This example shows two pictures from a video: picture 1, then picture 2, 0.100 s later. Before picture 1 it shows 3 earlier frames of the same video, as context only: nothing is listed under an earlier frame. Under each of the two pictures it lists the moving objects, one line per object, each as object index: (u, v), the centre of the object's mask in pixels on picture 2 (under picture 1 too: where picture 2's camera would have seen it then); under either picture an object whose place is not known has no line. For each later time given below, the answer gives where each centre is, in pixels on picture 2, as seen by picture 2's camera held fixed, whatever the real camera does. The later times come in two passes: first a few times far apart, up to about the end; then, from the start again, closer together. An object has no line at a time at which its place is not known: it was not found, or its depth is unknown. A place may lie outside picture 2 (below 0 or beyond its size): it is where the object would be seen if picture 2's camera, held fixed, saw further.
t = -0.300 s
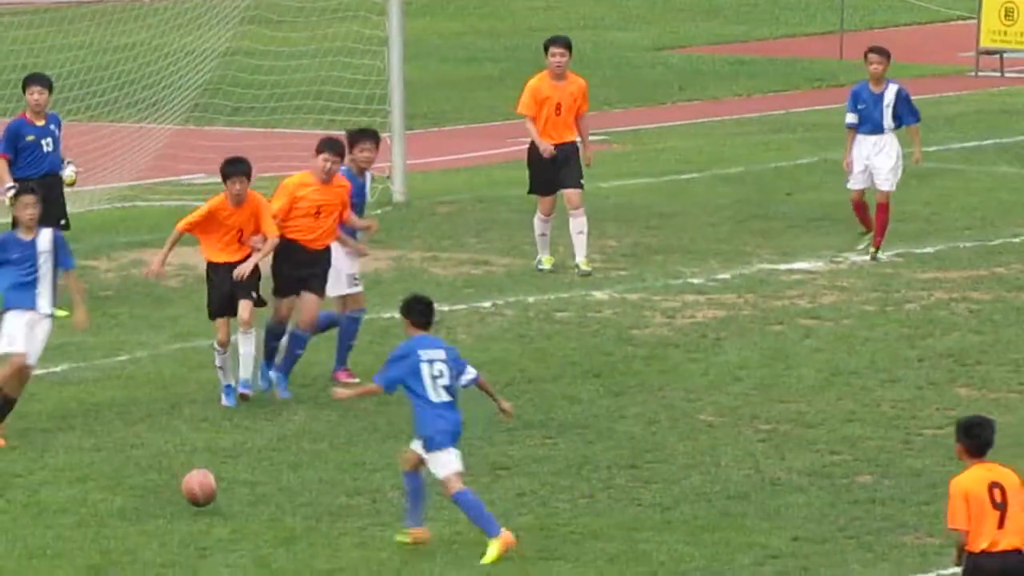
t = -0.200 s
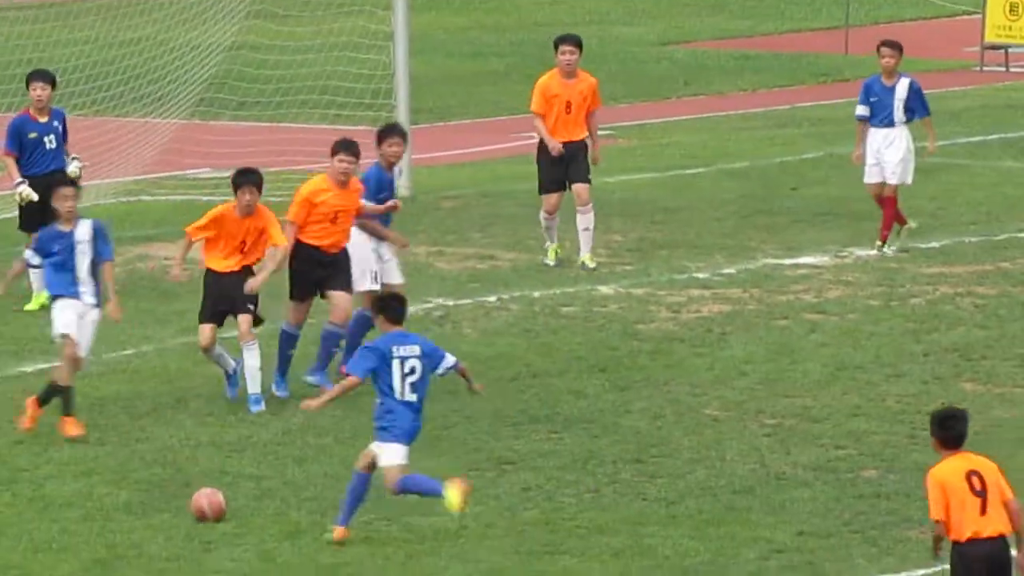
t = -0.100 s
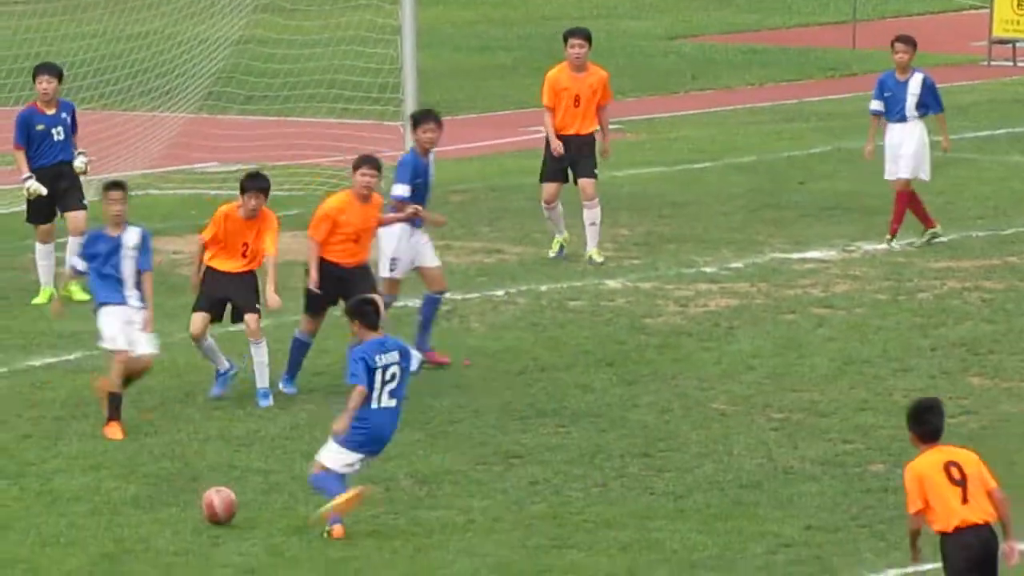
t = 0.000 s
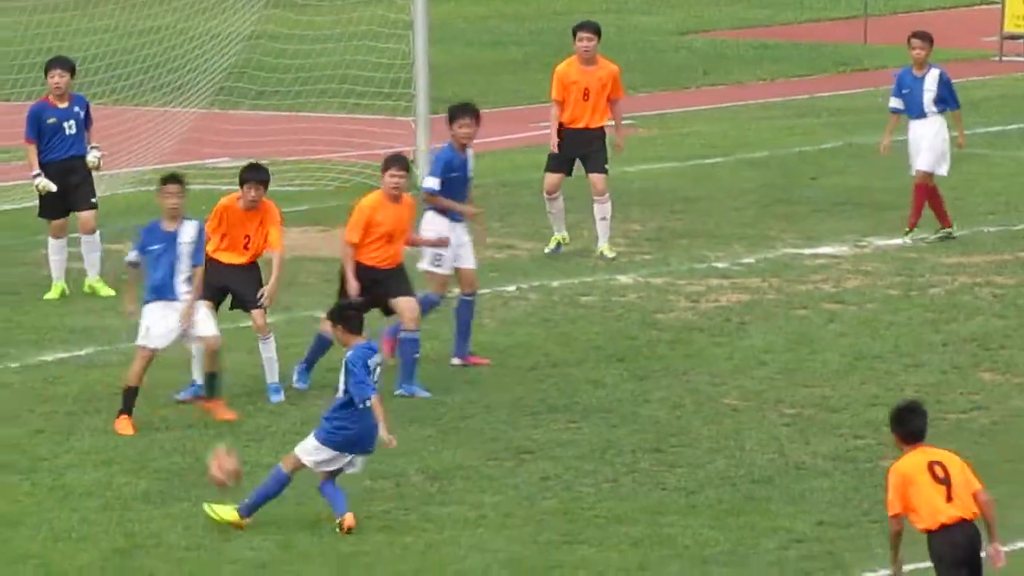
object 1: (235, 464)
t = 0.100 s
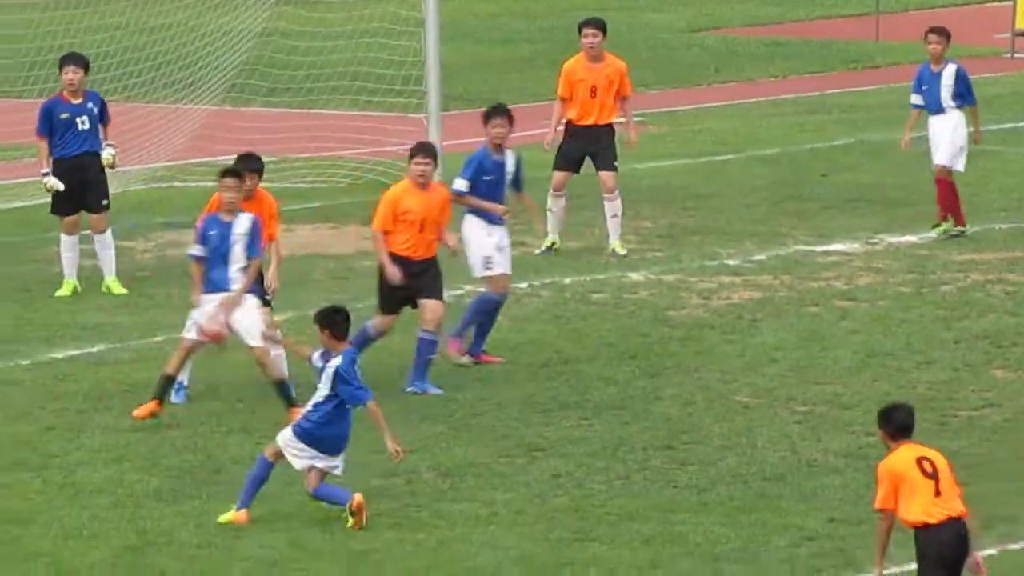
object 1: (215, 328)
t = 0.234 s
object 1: (189, 176)
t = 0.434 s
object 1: (164, 7)
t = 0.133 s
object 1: (207, 286)
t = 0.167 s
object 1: (201, 249)
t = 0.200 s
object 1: (196, 212)
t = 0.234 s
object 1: (189, 176)
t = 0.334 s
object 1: (176, 84)
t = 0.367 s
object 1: (172, 55)
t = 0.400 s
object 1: (167, 30)
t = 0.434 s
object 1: (164, 7)
